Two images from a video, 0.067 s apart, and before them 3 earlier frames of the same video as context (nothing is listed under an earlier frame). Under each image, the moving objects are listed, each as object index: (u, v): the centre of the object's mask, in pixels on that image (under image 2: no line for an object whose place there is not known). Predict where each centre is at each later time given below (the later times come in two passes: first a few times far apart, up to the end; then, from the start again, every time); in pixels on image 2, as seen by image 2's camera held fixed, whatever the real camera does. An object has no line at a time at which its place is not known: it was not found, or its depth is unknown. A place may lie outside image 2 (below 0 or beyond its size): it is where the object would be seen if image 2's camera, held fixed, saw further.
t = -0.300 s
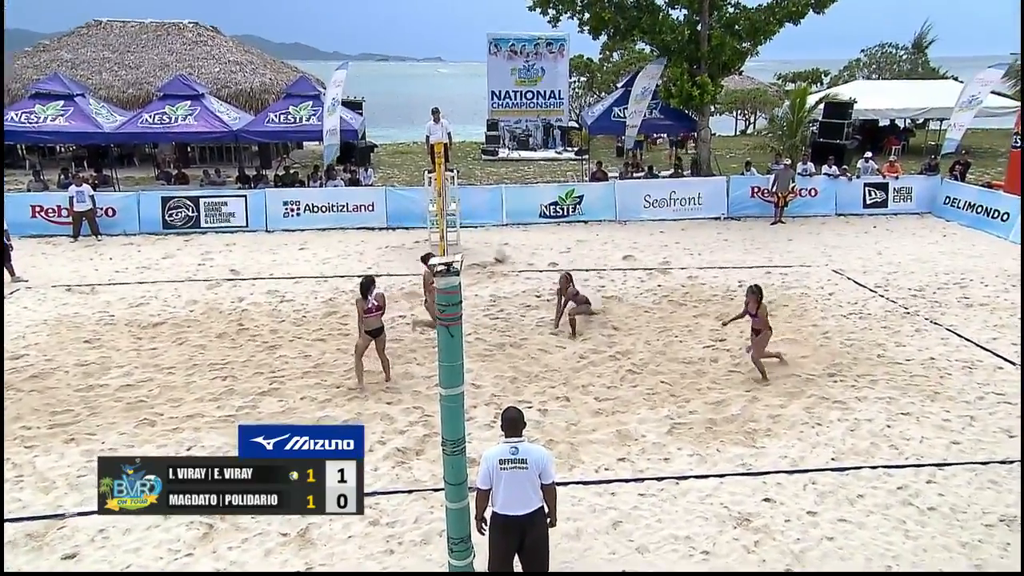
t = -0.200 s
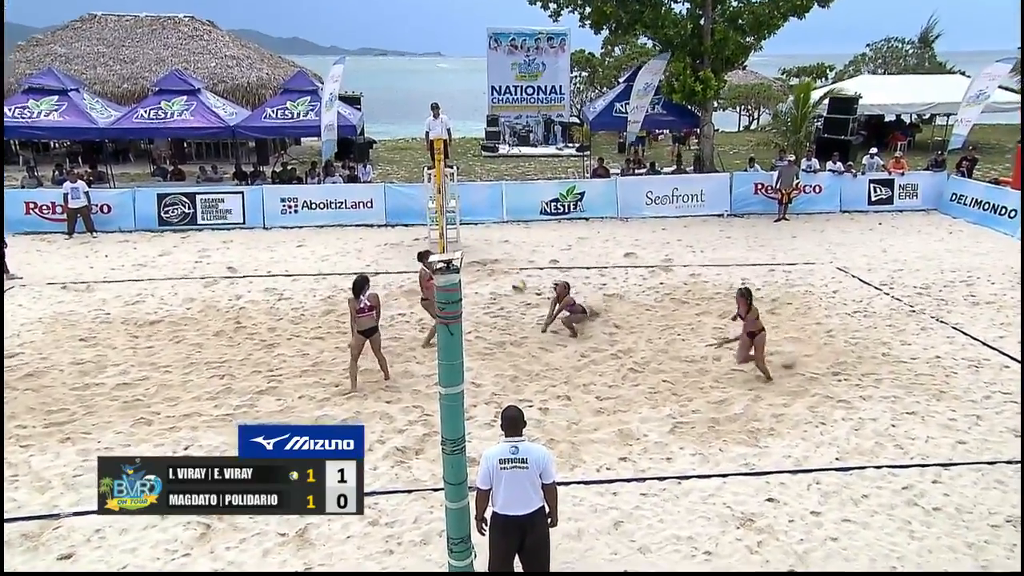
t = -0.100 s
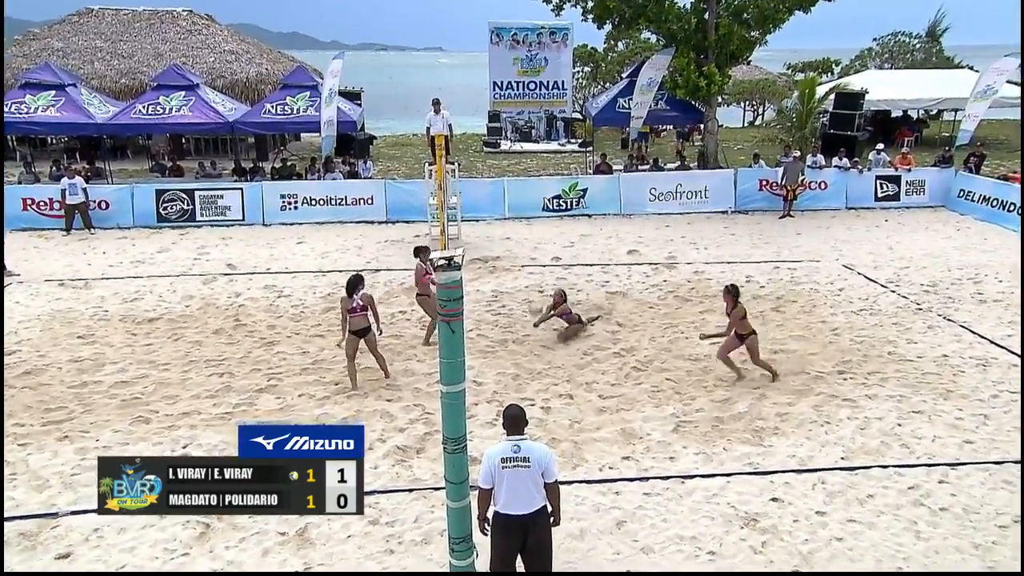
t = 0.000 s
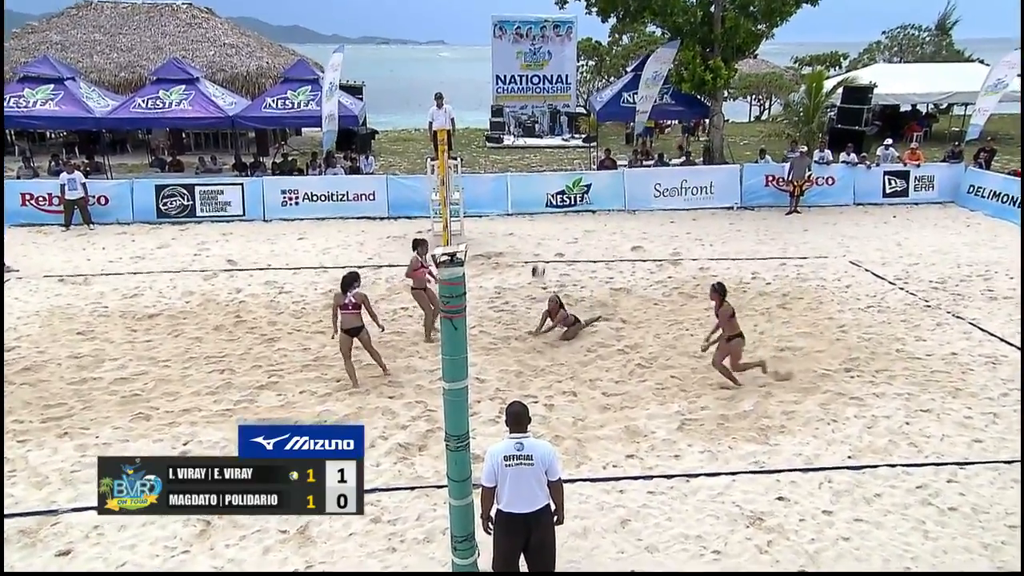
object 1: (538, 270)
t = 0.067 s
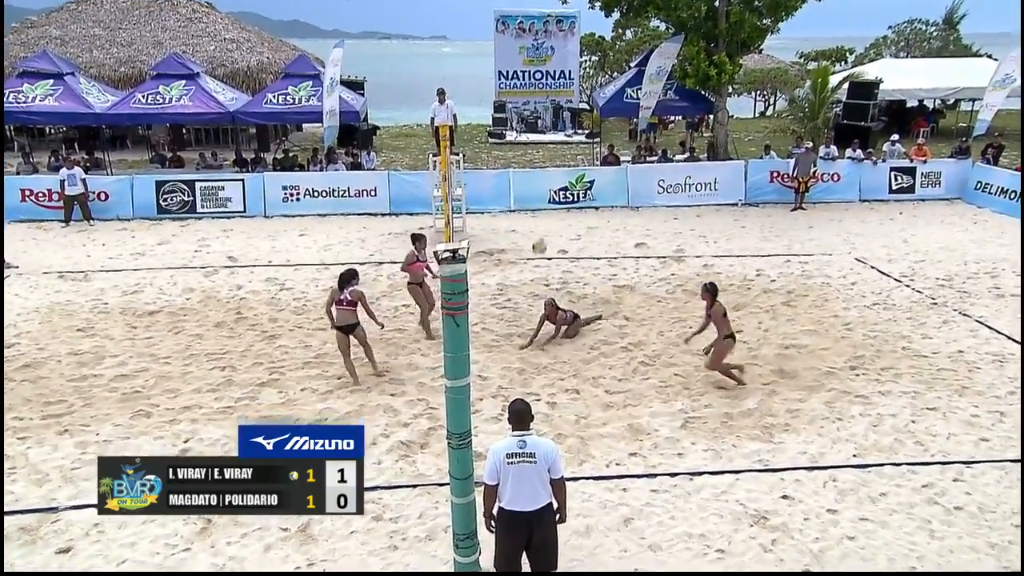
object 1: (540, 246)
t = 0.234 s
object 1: (539, 202)
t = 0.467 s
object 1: (538, 170)
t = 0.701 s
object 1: (535, 179)
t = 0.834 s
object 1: (535, 204)
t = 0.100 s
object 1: (540, 236)
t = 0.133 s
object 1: (539, 227)
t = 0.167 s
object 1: (539, 217)
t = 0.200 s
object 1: (538, 210)
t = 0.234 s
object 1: (539, 202)
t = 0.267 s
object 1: (539, 195)
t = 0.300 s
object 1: (540, 189)
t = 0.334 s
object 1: (539, 183)
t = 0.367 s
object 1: (538, 179)
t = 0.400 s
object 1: (537, 176)
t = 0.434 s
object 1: (537, 172)
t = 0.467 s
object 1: (538, 170)
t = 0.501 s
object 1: (537, 169)
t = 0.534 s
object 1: (537, 168)
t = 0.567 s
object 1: (537, 168)
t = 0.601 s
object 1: (537, 169)
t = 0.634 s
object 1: (536, 172)
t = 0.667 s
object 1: (536, 175)
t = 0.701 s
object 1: (535, 179)
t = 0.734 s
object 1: (534, 183)
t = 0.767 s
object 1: (537, 190)
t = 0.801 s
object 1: (535, 196)
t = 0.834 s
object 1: (535, 204)
